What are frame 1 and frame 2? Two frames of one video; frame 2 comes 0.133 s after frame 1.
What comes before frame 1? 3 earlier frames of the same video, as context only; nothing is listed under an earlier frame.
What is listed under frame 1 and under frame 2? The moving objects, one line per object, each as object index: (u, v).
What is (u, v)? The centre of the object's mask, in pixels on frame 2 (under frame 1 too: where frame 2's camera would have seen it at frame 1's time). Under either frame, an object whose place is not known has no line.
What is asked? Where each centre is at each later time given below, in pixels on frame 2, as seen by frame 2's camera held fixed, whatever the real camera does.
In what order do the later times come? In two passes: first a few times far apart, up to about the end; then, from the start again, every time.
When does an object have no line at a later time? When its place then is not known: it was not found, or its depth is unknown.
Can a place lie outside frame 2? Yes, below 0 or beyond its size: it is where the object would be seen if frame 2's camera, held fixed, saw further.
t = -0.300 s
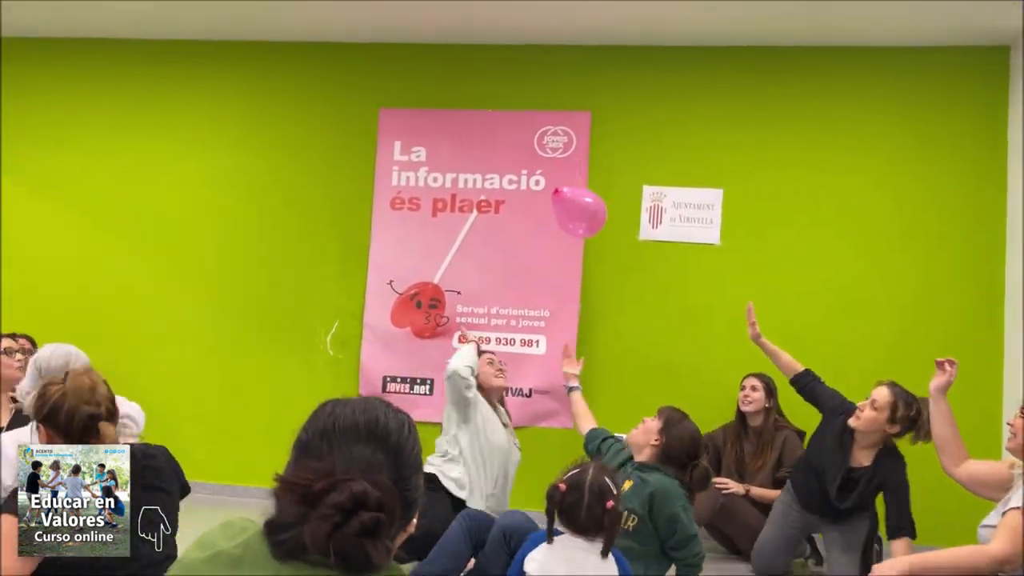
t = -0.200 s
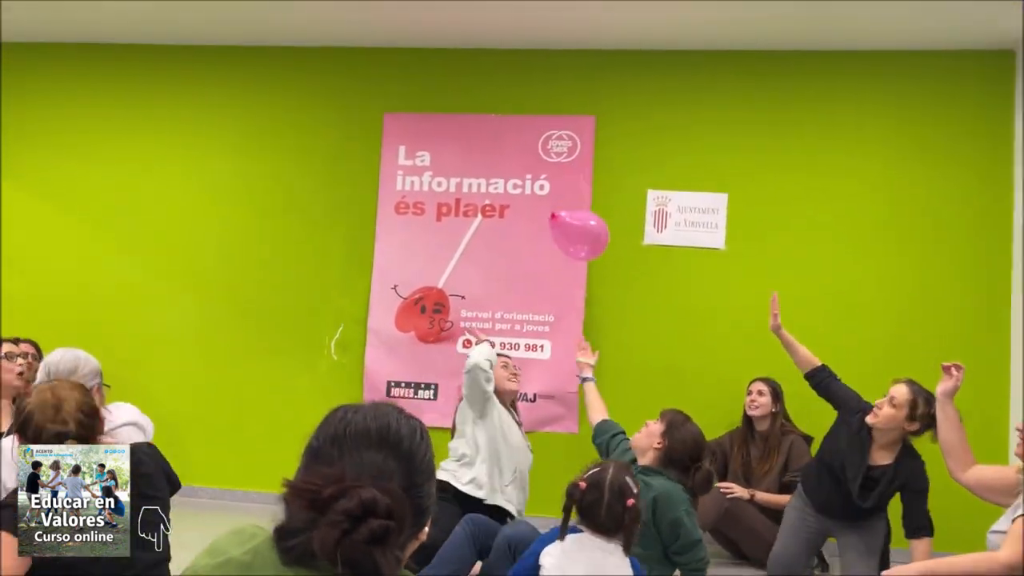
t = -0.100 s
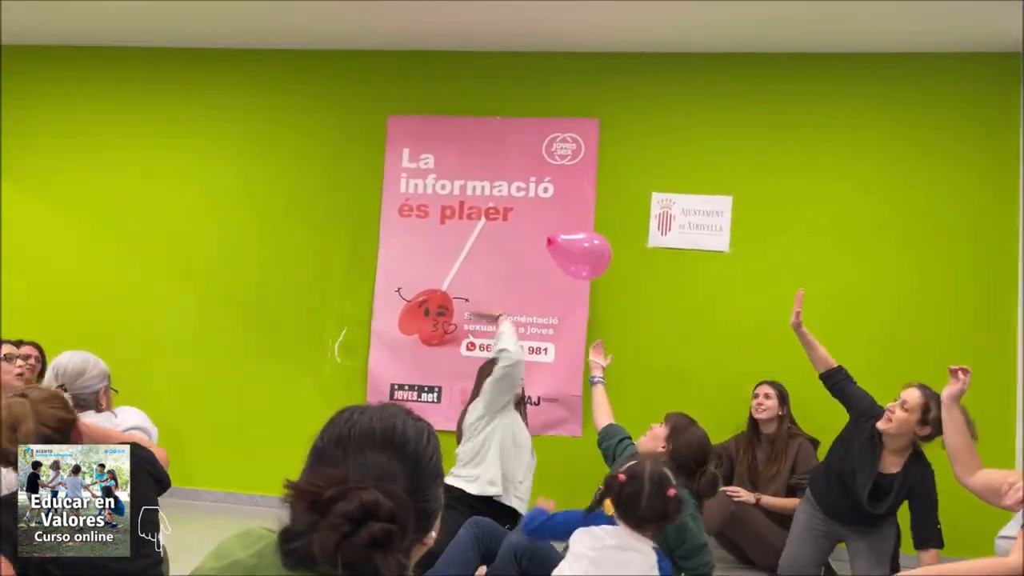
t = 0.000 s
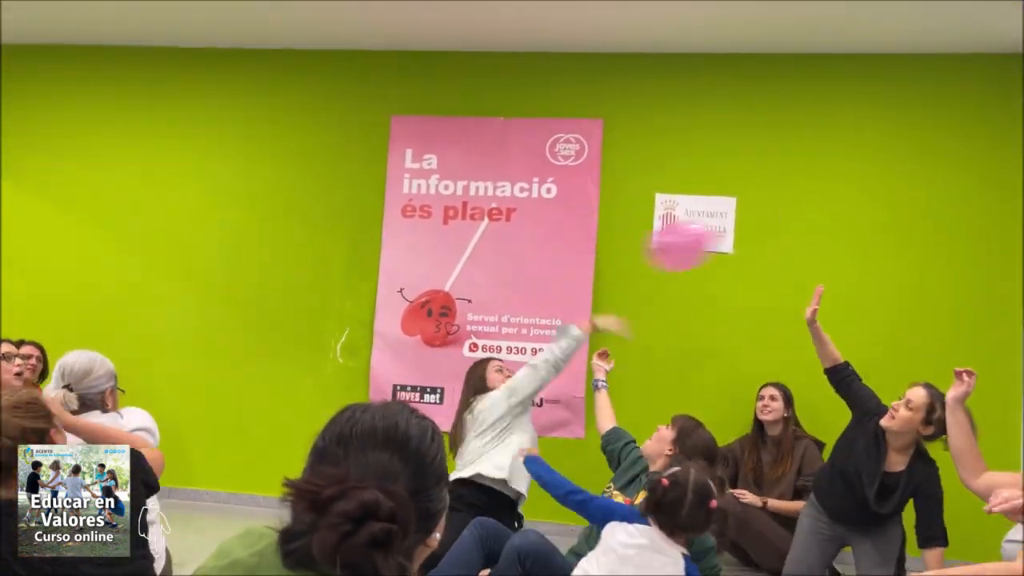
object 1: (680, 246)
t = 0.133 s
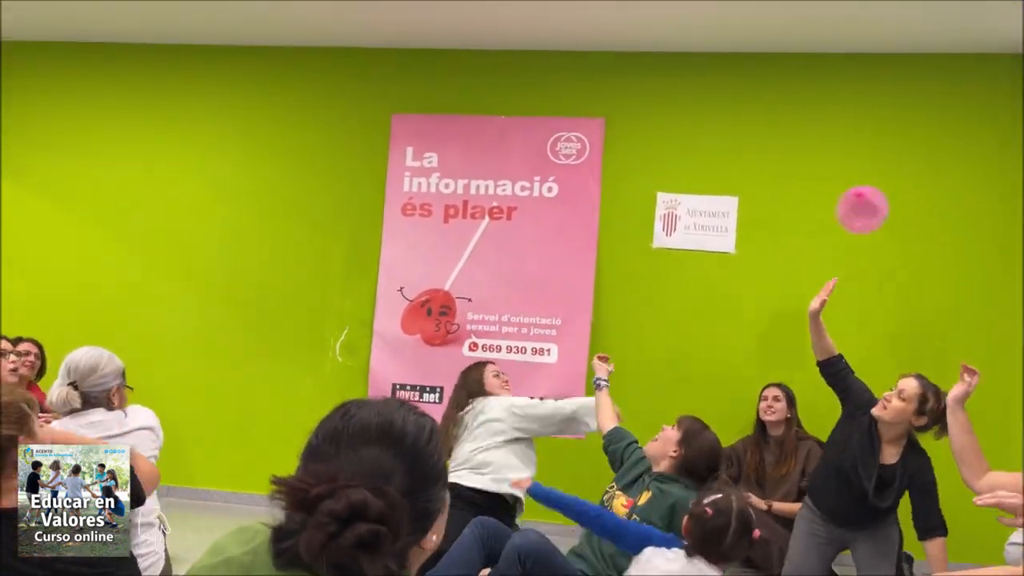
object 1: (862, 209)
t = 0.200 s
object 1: (889, 215)
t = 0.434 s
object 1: (924, 245)
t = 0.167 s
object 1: (877, 211)
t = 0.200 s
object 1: (889, 215)
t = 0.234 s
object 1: (899, 220)
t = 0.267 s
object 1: (906, 225)
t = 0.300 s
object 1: (910, 230)
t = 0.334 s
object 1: (914, 234)
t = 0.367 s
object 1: (917, 237)
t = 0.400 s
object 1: (920, 241)
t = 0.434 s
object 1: (924, 245)
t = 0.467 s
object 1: (926, 249)
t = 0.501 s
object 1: (929, 255)
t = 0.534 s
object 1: (931, 259)
